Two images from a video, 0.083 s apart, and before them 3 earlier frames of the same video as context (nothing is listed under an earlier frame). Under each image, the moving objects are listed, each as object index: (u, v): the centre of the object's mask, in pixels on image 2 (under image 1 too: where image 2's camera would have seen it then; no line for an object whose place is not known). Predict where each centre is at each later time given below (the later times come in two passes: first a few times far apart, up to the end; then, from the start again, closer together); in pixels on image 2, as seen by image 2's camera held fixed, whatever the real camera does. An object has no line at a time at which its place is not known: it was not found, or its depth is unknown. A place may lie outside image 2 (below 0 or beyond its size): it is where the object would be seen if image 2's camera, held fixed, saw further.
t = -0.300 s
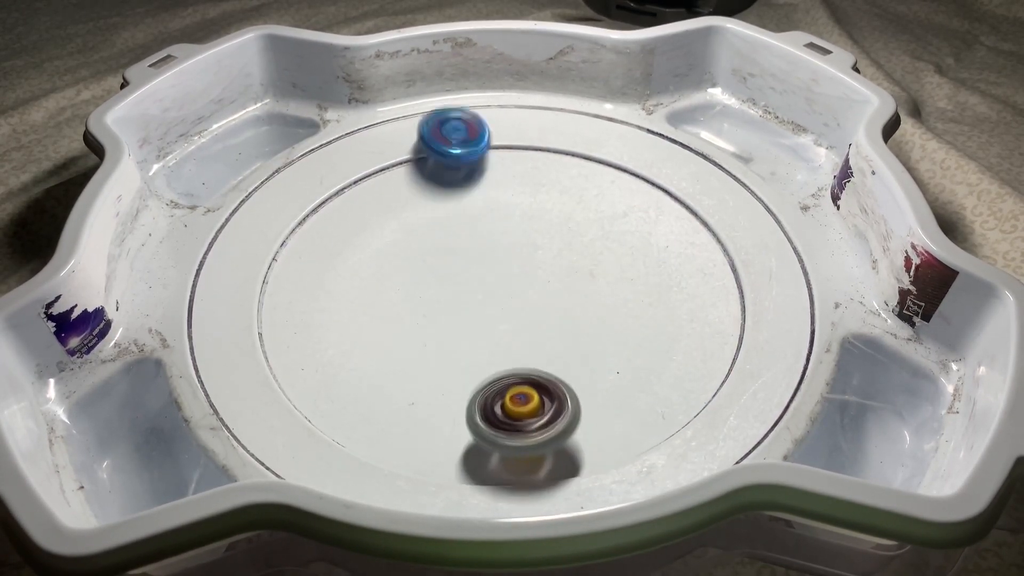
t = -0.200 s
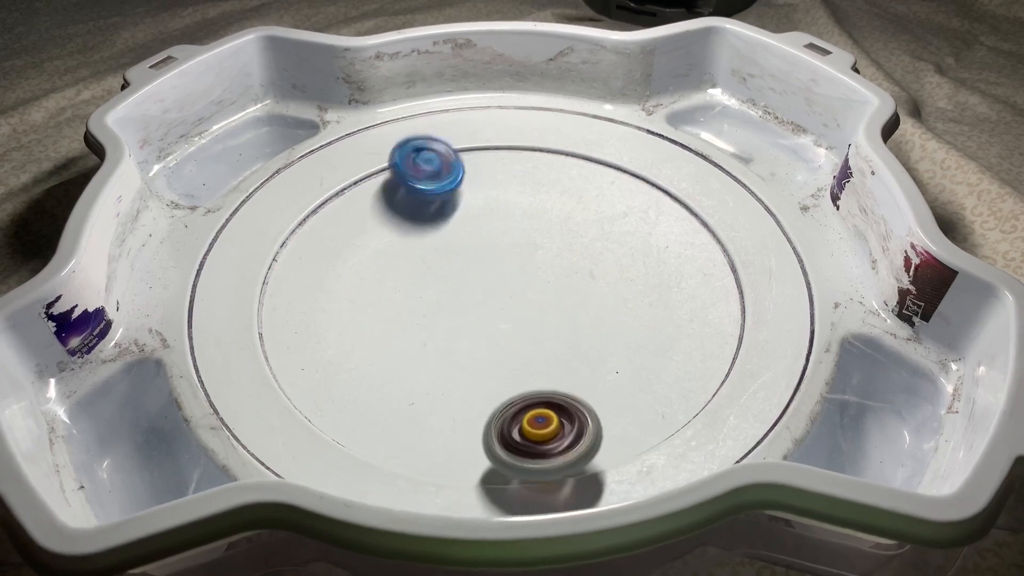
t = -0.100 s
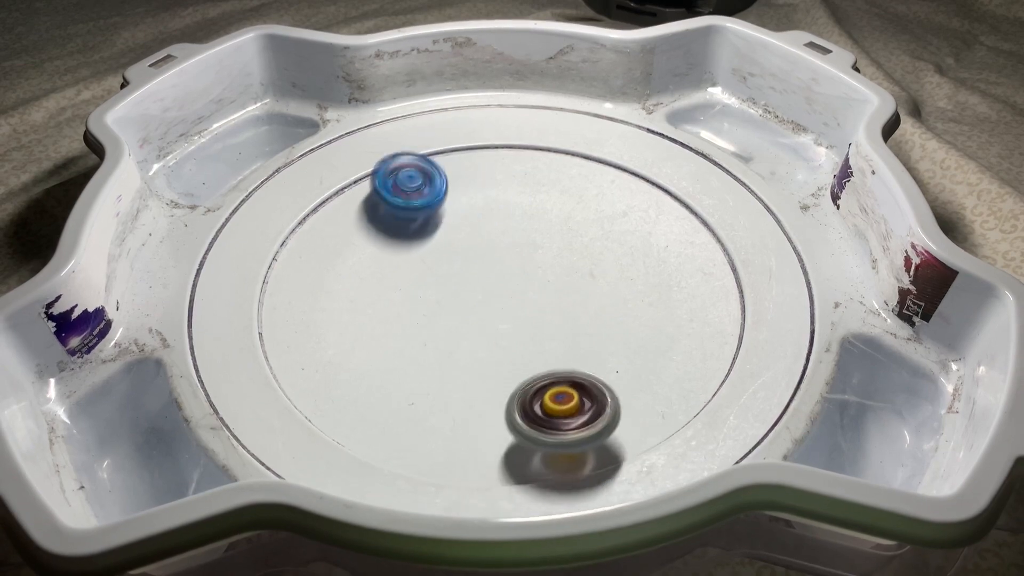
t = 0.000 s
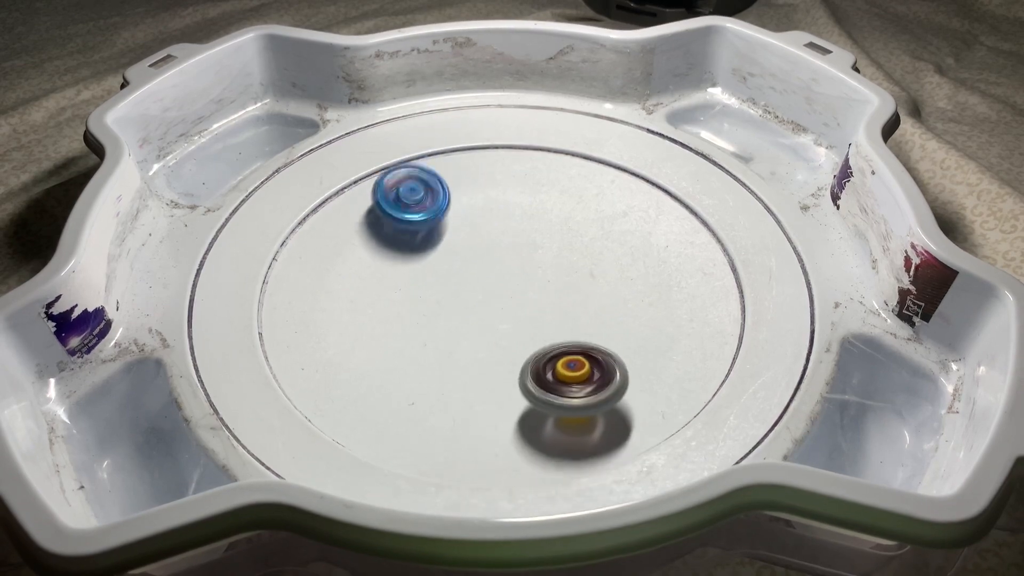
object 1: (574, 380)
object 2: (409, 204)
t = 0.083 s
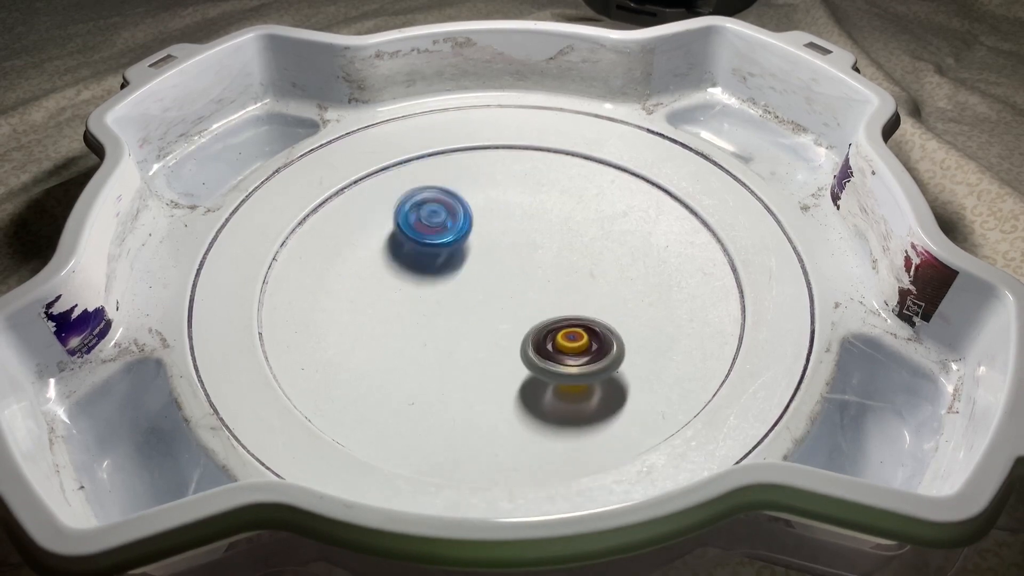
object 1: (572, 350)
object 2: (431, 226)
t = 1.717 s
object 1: (452, 235)
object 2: (515, 412)
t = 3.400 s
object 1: (614, 308)
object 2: (458, 269)
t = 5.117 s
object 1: (437, 328)
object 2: (576, 252)
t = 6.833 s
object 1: (545, 218)
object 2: (475, 294)
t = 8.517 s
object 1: (637, 322)
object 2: (301, 256)
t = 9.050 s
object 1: (476, 356)
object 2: (555, 240)
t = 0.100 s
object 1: (570, 345)
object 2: (439, 229)
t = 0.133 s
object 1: (563, 336)
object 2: (457, 234)
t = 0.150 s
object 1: (559, 331)
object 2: (466, 237)
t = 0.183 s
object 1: (552, 323)
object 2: (486, 239)
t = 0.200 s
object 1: (548, 319)
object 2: (496, 239)
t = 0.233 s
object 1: (540, 312)
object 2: (516, 236)
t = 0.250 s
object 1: (536, 309)
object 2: (525, 234)
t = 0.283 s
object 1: (528, 304)
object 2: (544, 228)
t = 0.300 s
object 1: (524, 301)
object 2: (552, 225)
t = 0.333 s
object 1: (516, 297)
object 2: (566, 217)
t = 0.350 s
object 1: (512, 295)
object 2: (573, 212)
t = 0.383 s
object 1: (504, 291)
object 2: (581, 203)
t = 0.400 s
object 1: (500, 289)
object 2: (583, 199)
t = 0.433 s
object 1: (492, 285)
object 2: (583, 190)
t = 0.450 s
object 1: (488, 283)
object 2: (584, 187)
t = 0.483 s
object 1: (481, 280)
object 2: (584, 180)
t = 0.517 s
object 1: (474, 277)
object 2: (582, 181)
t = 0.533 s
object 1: (471, 276)
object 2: (580, 181)
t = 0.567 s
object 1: (466, 273)
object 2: (577, 183)
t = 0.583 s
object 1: (463, 272)
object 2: (575, 186)
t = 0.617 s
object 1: (458, 269)
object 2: (570, 191)
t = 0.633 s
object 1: (456, 268)
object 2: (566, 194)
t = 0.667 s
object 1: (452, 265)
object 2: (556, 204)
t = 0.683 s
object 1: (450, 264)
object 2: (553, 209)
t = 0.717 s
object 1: (446, 261)
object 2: (549, 224)
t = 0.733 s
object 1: (445, 260)
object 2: (549, 231)
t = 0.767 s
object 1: (443, 258)
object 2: (551, 246)
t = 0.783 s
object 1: (442, 257)
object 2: (553, 254)
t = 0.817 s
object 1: (441, 256)
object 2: (560, 268)
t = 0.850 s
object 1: (441, 254)
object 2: (572, 281)
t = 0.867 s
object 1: (441, 254)
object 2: (578, 287)
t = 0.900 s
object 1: (441, 253)
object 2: (592, 296)
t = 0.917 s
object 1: (442, 252)
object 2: (600, 301)
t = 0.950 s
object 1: (443, 252)
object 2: (618, 307)
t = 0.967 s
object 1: (444, 251)
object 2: (626, 309)
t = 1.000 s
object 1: (446, 250)
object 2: (644, 311)
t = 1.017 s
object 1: (448, 249)
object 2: (652, 310)
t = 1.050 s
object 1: (450, 247)
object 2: (667, 307)
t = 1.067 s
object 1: (451, 246)
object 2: (673, 304)
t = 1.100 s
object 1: (451, 243)
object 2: (681, 298)
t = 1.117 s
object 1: (450, 241)
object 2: (683, 295)
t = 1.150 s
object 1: (448, 238)
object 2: (684, 291)
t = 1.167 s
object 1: (446, 236)
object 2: (683, 290)
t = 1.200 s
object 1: (444, 234)
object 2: (676, 287)
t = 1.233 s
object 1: (441, 232)
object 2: (664, 284)
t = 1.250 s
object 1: (439, 231)
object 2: (656, 283)
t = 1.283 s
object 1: (437, 229)
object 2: (639, 283)
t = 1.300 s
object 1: (436, 229)
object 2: (629, 283)
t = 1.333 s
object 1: (434, 228)
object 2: (608, 288)
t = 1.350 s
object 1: (434, 227)
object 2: (597, 292)
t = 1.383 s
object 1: (433, 227)
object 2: (577, 299)
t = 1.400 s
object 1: (433, 227)
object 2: (568, 304)
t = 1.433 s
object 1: (433, 227)
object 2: (549, 315)
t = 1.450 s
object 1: (433, 227)
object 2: (541, 321)
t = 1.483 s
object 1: (434, 227)
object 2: (526, 333)
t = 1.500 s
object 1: (435, 228)
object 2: (520, 339)
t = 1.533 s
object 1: (436, 229)
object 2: (509, 353)
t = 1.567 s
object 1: (438, 230)
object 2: (502, 366)
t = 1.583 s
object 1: (439, 230)
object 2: (499, 372)
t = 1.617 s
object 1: (442, 231)
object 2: (498, 385)
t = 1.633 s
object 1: (443, 232)
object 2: (499, 390)
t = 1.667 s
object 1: (447, 233)
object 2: (502, 400)
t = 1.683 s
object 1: (448, 234)
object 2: (505, 405)
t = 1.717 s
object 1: (452, 235)
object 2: (515, 412)
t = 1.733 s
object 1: (454, 236)
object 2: (521, 415)
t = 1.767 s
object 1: (458, 237)
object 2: (533, 416)
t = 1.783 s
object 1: (461, 237)
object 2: (539, 415)
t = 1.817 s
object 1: (465, 237)
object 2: (550, 408)
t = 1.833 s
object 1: (468, 237)
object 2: (554, 402)
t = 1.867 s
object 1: (473, 237)
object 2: (558, 393)
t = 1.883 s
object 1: (475, 237)
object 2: (558, 386)
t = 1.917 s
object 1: (480, 236)
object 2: (554, 373)
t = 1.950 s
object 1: (485, 237)
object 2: (545, 360)
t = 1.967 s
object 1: (488, 237)
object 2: (541, 355)
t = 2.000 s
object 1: (493, 237)
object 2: (525, 342)
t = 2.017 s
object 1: (496, 238)
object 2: (518, 336)
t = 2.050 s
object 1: (500, 238)
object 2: (500, 326)
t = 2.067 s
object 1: (503, 239)
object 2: (490, 321)
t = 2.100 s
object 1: (508, 240)
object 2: (470, 314)
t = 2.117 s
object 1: (510, 241)
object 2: (459, 310)
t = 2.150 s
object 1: (515, 243)
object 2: (437, 305)
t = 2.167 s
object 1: (517, 243)
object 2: (427, 303)
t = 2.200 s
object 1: (522, 246)
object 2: (406, 300)
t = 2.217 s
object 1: (525, 247)
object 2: (396, 300)
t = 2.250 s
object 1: (531, 249)
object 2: (377, 300)
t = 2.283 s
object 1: (537, 251)
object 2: (362, 302)
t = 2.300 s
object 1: (540, 251)
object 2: (355, 304)
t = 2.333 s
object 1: (547, 251)
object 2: (343, 310)
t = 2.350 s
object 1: (550, 251)
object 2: (341, 314)
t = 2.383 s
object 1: (556, 249)
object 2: (338, 323)
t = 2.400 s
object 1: (559, 249)
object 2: (340, 328)
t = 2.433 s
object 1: (565, 247)
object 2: (349, 336)
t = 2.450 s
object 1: (567, 247)
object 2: (356, 341)
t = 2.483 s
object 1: (572, 245)
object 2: (373, 345)
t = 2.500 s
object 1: (574, 244)
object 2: (383, 345)
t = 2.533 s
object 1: (578, 243)
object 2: (403, 344)
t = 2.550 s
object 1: (580, 242)
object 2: (414, 342)
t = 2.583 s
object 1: (583, 241)
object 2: (433, 333)
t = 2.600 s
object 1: (584, 241)
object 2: (441, 329)
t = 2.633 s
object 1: (586, 240)
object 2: (456, 317)
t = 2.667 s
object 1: (588, 240)
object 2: (467, 304)
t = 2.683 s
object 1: (589, 240)
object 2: (472, 296)
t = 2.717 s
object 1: (590, 239)
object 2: (478, 280)
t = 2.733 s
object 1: (589, 239)
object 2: (481, 273)
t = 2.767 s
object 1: (588, 239)
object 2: (482, 257)
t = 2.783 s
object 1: (588, 239)
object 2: (482, 250)
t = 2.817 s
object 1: (586, 240)
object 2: (478, 235)
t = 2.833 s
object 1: (585, 240)
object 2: (476, 228)
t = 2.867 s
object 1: (583, 241)
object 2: (469, 216)
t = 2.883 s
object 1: (581, 241)
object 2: (465, 210)
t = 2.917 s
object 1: (579, 243)
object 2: (455, 202)
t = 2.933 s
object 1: (579, 244)
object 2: (450, 198)
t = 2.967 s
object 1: (576, 247)
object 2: (437, 194)
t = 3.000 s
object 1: (573, 250)
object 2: (426, 192)
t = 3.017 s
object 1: (572, 251)
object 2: (419, 193)
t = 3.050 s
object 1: (568, 254)
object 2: (409, 200)
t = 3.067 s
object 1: (567, 256)
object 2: (405, 204)
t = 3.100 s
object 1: (564, 259)
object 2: (401, 216)
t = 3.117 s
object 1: (562, 261)
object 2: (402, 223)
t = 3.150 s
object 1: (559, 264)
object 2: (408, 236)
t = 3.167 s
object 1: (557, 265)
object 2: (412, 243)
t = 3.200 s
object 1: (553, 270)
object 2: (426, 255)
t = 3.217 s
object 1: (551, 272)
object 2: (434, 260)
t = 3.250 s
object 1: (548, 276)
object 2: (454, 268)
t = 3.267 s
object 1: (552, 281)
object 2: (457, 267)
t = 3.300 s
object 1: (575, 292)
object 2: (448, 263)
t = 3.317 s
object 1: (585, 296)
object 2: (446, 262)
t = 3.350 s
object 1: (600, 302)
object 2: (448, 266)
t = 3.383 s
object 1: (610, 307)
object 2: (455, 268)
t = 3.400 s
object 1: (614, 308)
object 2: (458, 269)
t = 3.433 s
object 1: (618, 309)
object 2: (466, 272)
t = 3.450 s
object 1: (620, 310)
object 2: (471, 272)
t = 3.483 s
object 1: (622, 308)
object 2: (481, 273)
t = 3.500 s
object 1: (622, 307)
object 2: (486, 273)
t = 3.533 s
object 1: (624, 305)
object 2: (497, 271)
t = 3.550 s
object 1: (624, 304)
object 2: (503, 268)
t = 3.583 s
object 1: (624, 303)
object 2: (513, 266)
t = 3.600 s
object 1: (624, 302)
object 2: (518, 262)
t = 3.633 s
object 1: (621, 301)
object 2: (525, 259)
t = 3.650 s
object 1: (619, 300)
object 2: (528, 257)
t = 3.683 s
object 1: (614, 298)
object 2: (533, 253)
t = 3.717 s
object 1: (609, 296)
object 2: (536, 248)
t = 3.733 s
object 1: (606, 296)
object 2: (536, 246)
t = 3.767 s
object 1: (600, 295)
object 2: (536, 242)
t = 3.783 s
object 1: (597, 295)
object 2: (535, 241)
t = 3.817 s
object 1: (589, 295)
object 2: (533, 239)
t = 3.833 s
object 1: (585, 295)
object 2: (530, 238)
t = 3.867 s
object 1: (576, 296)
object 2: (527, 238)
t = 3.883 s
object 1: (571, 297)
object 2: (526, 236)
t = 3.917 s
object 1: (562, 300)
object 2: (521, 240)
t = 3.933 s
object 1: (559, 302)
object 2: (518, 242)
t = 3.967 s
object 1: (551, 305)
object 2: (514, 247)
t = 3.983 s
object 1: (547, 306)
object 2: (514, 248)
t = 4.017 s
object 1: (540, 309)
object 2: (511, 254)
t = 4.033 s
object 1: (537, 312)
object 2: (512, 255)
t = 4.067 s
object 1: (532, 319)
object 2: (512, 258)
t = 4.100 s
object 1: (527, 322)
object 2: (513, 261)
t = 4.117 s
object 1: (524, 324)
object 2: (514, 263)
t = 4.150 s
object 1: (519, 327)
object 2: (517, 266)
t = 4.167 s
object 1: (513, 340)
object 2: (522, 259)
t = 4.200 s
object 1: (499, 373)
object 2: (532, 233)
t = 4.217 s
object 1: (492, 387)
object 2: (535, 221)
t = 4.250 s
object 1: (480, 411)
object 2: (536, 207)
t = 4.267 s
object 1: (476, 420)
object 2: (536, 201)
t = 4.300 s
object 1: (470, 435)
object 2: (529, 189)
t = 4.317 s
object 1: (470, 440)
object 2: (525, 181)
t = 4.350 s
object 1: (473, 435)
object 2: (515, 175)
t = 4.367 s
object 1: (474, 431)
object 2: (511, 172)
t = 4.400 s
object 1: (478, 422)
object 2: (502, 166)
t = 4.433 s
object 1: (482, 411)
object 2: (491, 162)
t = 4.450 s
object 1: (484, 406)
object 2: (486, 163)
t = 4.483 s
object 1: (488, 393)
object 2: (476, 162)
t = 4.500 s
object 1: (491, 387)
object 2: (472, 164)
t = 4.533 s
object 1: (493, 374)
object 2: (463, 174)
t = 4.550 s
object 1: (494, 367)
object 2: (461, 179)
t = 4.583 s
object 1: (495, 356)
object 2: (455, 188)
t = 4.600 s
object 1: (495, 350)
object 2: (451, 195)
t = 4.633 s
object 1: (494, 338)
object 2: (448, 209)
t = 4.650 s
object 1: (493, 332)
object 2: (448, 216)
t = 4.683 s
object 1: (491, 323)
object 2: (452, 231)
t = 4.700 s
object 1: (489, 318)
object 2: (455, 237)
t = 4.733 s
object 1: (485, 310)
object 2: (463, 250)
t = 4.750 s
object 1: (484, 314)
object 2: (466, 249)
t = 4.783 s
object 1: (482, 323)
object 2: (473, 246)
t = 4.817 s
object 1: (479, 330)
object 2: (481, 241)
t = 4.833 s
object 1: (477, 333)
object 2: (486, 243)
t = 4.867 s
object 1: (471, 335)
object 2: (495, 246)
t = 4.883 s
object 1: (468, 335)
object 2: (501, 247)
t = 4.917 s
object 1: (463, 335)
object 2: (511, 252)
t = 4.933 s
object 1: (460, 334)
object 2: (517, 253)
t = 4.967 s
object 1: (455, 333)
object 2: (530, 253)
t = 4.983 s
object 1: (453, 333)
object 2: (535, 255)
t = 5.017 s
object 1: (449, 332)
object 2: (546, 256)
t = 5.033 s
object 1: (447, 332)
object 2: (551, 256)
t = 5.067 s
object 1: (443, 329)
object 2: (562, 255)
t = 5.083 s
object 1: (440, 328)
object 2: (568, 252)
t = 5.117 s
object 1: (437, 328)
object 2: (576, 252)
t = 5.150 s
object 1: (435, 327)
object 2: (582, 249)
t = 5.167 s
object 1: (434, 327)
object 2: (585, 248)
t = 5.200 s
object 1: (432, 326)
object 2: (588, 245)
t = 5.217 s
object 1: (431, 325)
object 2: (588, 242)
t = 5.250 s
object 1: (430, 324)
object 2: (588, 244)
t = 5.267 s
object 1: (430, 324)
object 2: (587, 243)
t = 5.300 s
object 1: (430, 321)
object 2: (584, 244)
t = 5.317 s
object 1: (430, 320)
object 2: (581, 242)
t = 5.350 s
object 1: (430, 317)
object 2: (576, 249)
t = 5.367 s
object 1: (430, 316)
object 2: (573, 252)
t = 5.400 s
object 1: (430, 313)
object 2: (568, 257)
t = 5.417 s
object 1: (430, 312)
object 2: (566, 259)
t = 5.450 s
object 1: (430, 309)
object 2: (559, 266)
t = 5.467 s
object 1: (430, 307)
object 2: (558, 271)
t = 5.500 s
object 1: (431, 306)
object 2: (554, 279)
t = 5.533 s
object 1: (432, 303)
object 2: (551, 289)
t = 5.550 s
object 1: (432, 302)
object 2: (550, 294)
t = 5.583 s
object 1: (433, 299)
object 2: (548, 303)
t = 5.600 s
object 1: (433, 298)
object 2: (548, 308)
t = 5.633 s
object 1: (434, 295)
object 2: (548, 316)
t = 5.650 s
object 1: (434, 294)
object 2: (548, 320)
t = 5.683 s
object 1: (435, 291)
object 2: (551, 329)
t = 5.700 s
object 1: (435, 289)
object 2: (552, 332)
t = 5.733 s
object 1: (436, 286)
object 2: (556, 340)
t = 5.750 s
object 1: (437, 285)
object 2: (559, 342)
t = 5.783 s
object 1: (437, 281)
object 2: (565, 346)
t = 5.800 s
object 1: (438, 280)
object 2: (568, 348)
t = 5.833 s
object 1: (439, 276)
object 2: (574, 344)
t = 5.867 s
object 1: (440, 273)
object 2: (576, 343)
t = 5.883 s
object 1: (440, 272)
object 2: (578, 342)
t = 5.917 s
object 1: (442, 268)
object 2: (579, 339)
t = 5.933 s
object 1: (443, 267)
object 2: (578, 337)
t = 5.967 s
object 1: (447, 262)
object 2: (575, 333)
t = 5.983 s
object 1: (449, 259)
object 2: (573, 331)
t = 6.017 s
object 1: (453, 254)
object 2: (565, 326)
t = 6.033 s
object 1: (455, 252)
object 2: (561, 325)
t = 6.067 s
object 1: (459, 247)
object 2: (551, 325)
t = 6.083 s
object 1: (461, 244)
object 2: (545, 320)
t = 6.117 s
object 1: (466, 239)
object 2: (535, 316)
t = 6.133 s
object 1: (467, 236)
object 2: (529, 315)
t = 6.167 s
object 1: (471, 231)
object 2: (515, 314)
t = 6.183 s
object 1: (473, 229)
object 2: (509, 312)
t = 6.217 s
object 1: (476, 226)
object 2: (496, 316)
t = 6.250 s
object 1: (479, 222)
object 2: (482, 311)
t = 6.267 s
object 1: (481, 220)
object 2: (476, 310)
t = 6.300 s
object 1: (484, 217)
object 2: (464, 316)
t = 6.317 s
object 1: (486, 216)
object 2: (457, 316)
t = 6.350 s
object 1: (490, 213)
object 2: (447, 317)
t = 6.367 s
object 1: (491, 212)
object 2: (442, 318)
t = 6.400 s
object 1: (495, 210)
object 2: (433, 320)
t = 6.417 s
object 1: (497, 209)
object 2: (429, 321)
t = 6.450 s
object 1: (501, 208)
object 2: (424, 324)
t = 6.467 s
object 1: (503, 207)
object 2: (422, 325)
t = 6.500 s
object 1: (507, 206)
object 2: (419, 327)
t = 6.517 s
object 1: (509, 206)
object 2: (420, 329)
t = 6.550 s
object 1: (513, 206)
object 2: (422, 331)
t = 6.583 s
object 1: (518, 206)
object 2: (426, 330)
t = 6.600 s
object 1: (520, 206)
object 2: (431, 328)
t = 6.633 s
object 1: (523, 207)
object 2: (438, 329)
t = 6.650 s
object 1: (524, 208)
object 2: (442, 327)
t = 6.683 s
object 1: (527, 210)
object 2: (449, 321)
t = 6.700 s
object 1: (529, 211)
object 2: (452, 322)
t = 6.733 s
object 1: (532, 212)
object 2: (461, 313)
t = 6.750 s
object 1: (533, 213)
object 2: (464, 313)
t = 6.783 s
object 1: (538, 216)
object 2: (469, 306)
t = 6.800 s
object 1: (540, 217)
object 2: (471, 301)
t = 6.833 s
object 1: (545, 218)
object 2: (475, 294)
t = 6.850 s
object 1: (547, 219)
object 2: (476, 290)
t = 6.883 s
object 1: (553, 221)
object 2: (479, 282)
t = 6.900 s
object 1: (556, 222)
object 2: (479, 277)
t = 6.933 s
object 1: (562, 223)
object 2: (480, 270)
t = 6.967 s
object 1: (567, 224)
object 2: (479, 262)
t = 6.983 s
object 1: (570, 225)
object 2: (478, 259)
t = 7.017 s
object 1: (575, 227)
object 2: (476, 252)
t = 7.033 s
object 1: (577, 227)
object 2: (475, 247)
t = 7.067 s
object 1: (582, 228)
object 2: (471, 244)
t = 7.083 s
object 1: (584, 229)
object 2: (470, 242)
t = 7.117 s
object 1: (588, 231)
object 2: (465, 239)
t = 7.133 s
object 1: (590, 231)
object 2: (464, 238)
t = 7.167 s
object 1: (594, 233)
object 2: (461, 237)
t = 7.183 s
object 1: (595, 234)
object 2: (460, 238)
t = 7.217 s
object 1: (598, 236)
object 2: (458, 239)
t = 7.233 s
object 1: (599, 237)
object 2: (458, 238)
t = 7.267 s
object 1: (601, 240)
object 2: (458, 245)
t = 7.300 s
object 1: (602, 242)
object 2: (461, 249)
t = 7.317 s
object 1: (602, 244)
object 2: (463, 251)
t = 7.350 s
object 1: (603, 247)
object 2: (468, 256)
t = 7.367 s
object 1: (603, 249)
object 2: (471, 259)
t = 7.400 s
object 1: (604, 253)
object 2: (479, 264)
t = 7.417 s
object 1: (604, 255)
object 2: (483, 267)
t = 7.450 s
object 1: (604, 259)
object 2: (492, 270)
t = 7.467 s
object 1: (604, 260)
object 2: (497, 273)
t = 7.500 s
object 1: (604, 265)
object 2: (508, 275)
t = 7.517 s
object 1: (604, 266)
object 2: (513, 276)
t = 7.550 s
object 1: (634, 272)
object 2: (487, 272)
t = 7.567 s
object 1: (647, 274)
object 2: (476, 271)
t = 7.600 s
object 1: (667, 279)
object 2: (460, 272)
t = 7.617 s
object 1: (673, 280)
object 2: (454, 273)
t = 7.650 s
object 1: (680, 282)
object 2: (444, 277)
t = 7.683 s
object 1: (684, 284)
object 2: (435, 280)
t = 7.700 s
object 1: (685, 284)
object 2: (431, 283)
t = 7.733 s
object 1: (685, 283)
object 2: (426, 288)
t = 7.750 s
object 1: (684, 284)
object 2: (424, 292)
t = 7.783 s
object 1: (682, 283)
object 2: (422, 297)
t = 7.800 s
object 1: (680, 283)
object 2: (422, 301)
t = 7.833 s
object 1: (673, 283)
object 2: (427, 304)
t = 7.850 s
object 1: (668, 284)
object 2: (428, 309)
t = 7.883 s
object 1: (659, 286)
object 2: (435, 314)
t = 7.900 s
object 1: (653, 288)
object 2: (439, 317)
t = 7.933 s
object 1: (642, 290)
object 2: (450, 319)
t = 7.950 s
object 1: (636, 292)
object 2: (456, 319)
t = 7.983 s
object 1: (624, 294)
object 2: (468, 320)
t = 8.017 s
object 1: (612, 297)
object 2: (479, 321)
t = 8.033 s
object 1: (606, 299)
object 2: (486, 319)
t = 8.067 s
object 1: (595, 302)
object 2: (496, 317)
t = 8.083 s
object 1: (603, 305)
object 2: (485, 311)
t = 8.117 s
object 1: (642, 309)
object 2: (435, 296)
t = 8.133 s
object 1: (658, 310)
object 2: (414, 290)
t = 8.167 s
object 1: (685, 312)
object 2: (386, 279)
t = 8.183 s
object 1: (695, 313)
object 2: (377, 271)
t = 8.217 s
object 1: (705, 315)
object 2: (360, 267)
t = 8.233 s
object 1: (707, 315)
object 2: (351, 270)
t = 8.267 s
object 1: (707, 315)
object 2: (338, 263)
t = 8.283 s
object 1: (706, 316)
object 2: (330, 265)
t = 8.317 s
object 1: (702, 317)
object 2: (317, 262)
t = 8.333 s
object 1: (699, 318)
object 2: (311, 260)
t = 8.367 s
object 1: (691, 319)
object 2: (303, 258)
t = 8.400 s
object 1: (681, 320)
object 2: (297, 255)
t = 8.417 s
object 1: (676, 321)
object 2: (295, 255)
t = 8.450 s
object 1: (664, 322)
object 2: (294, 252)
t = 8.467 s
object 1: (658, 322)
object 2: (292, 254)
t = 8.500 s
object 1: (645, 322)
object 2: (296, 256)
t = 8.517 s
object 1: (637, 322)
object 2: (301, 256)
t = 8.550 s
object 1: (622, 321)
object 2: (310, 258)
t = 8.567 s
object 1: (614, 321)
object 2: (314, 261)
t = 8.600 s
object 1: (599, 319)
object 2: (329, 261)
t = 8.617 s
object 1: (592, 319)
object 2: (336, 265)
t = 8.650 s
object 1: (577, 318)
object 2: (353, 265)
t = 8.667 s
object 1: (570, 318)
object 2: (359, 270)
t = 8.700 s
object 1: (557, 319)
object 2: (378, 272)
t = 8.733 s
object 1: (545, 320)
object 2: (397, 271)
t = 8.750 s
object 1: (539, 322)
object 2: (406, 274)
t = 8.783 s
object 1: (528, 322)
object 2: (423, 273)
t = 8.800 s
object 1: (522, 322)
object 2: (433, 274)
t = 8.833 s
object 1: (512, 323)
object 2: (451, 272)
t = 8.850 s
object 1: (508, 326)
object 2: (460, 271)
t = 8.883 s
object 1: (499, 330)
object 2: (477, 265)
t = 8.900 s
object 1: (497, 337)
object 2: (482, 257)
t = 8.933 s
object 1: (491, 346)
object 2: (493, 250)
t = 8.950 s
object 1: (488, 349)
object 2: (502, 247)
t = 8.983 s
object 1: (482, 353)
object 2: (522, 244)
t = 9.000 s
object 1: (480, 354)
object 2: (532, 243)
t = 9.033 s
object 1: (477, 356)
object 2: (548, 242)
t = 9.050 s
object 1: (476, 356)
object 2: (555, 240)
